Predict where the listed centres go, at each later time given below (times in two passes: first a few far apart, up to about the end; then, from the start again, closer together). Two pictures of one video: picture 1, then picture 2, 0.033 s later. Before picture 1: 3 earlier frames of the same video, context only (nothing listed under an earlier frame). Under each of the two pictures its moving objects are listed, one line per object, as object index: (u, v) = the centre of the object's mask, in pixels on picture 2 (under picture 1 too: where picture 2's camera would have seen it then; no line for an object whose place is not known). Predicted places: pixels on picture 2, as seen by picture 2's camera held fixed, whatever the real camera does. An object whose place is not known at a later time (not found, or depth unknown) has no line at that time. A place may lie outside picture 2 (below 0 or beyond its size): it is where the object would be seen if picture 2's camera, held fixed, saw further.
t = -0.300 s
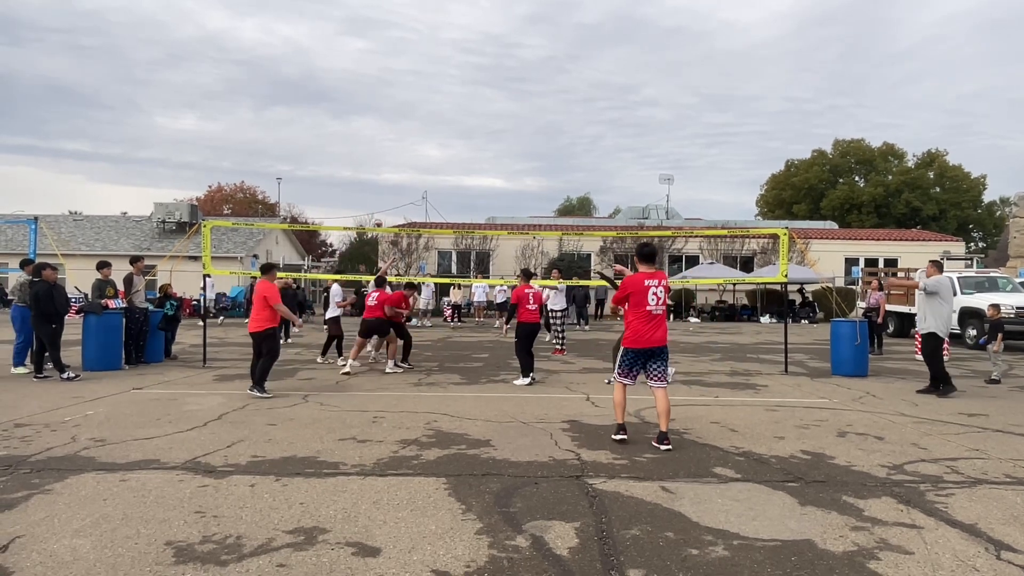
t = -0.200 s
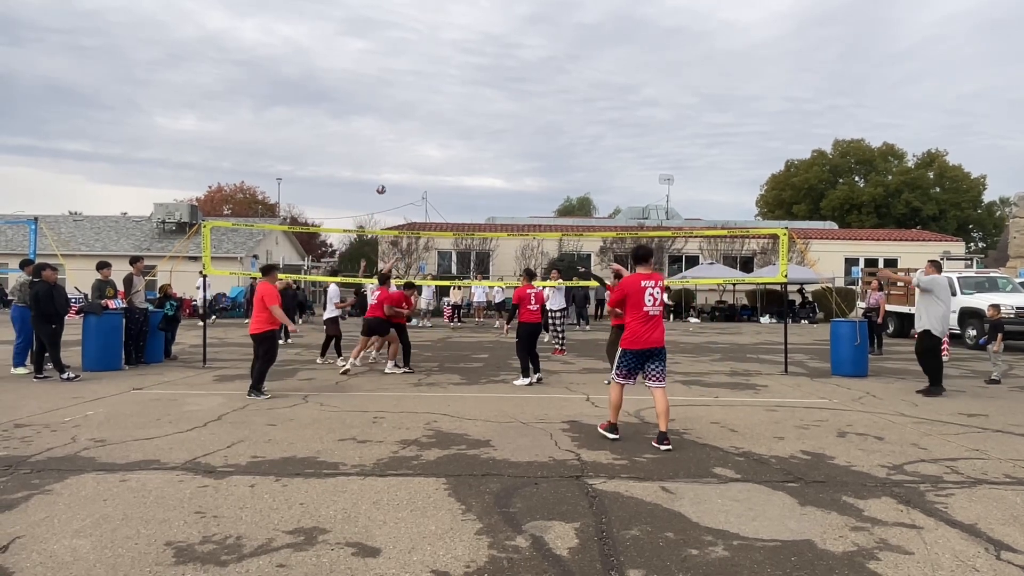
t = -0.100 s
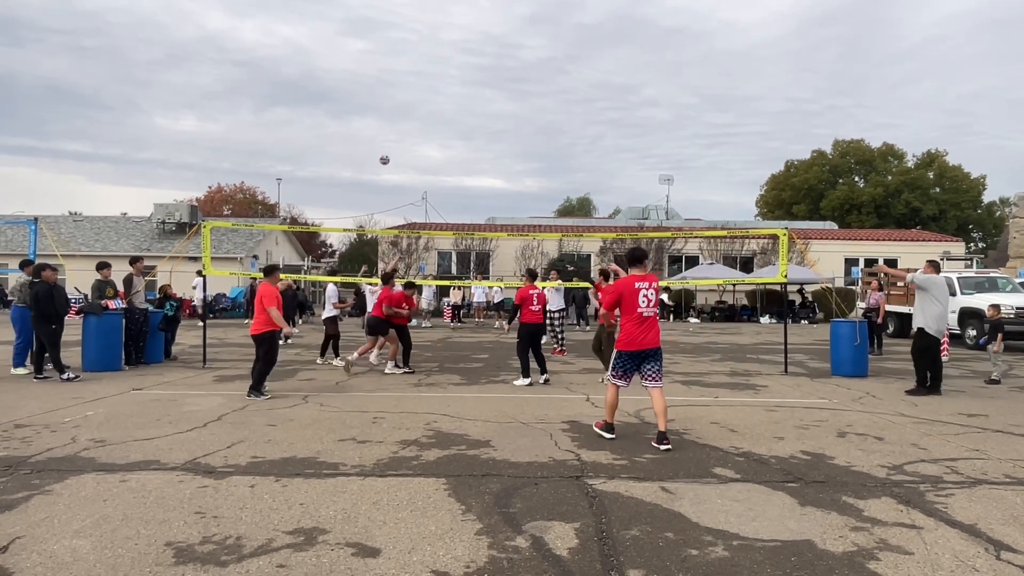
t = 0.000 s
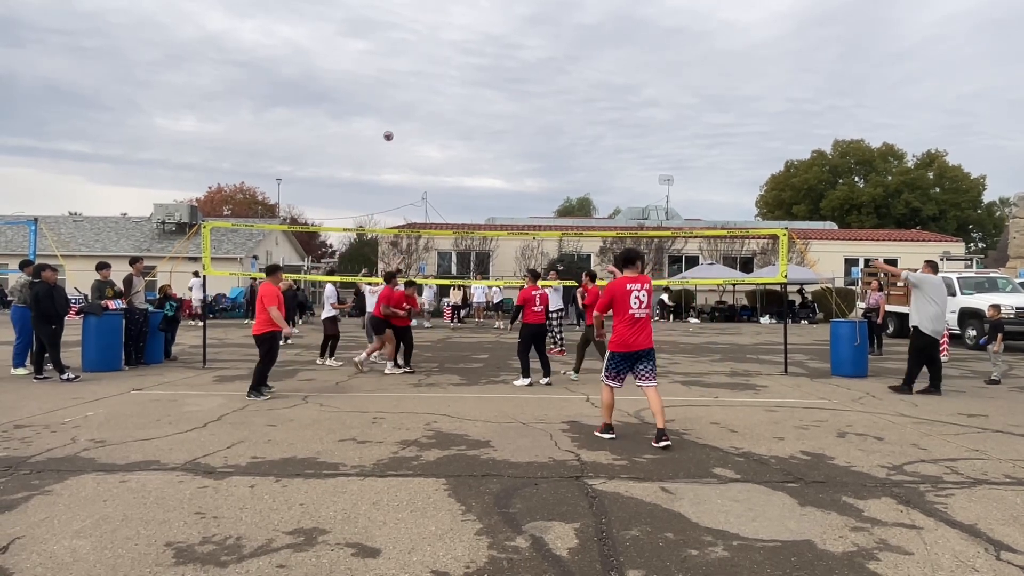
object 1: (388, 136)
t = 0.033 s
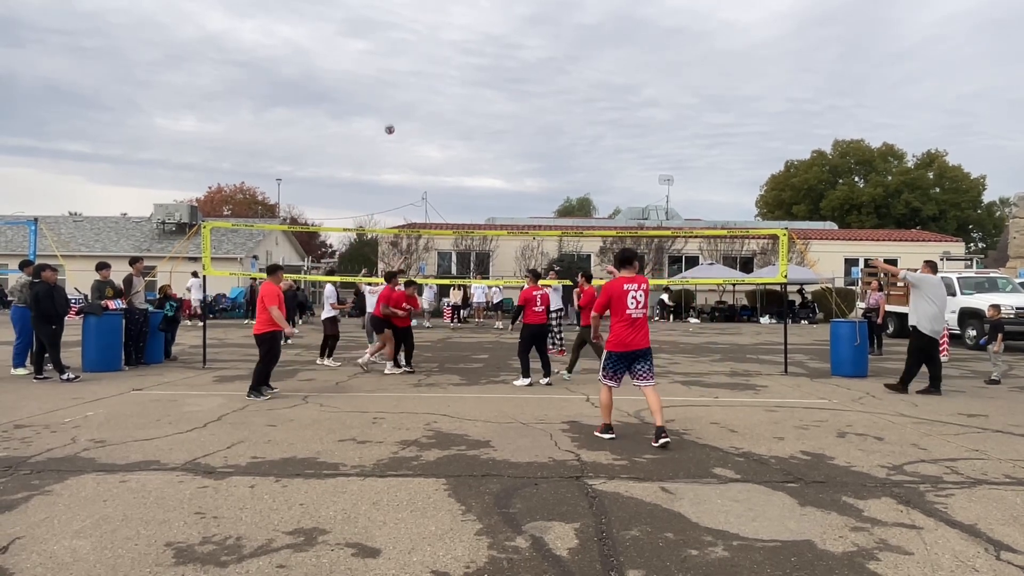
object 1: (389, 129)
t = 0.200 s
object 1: (396, 103)
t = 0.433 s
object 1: (406, 90)
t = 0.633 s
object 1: (414, 99)
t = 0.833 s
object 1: (423, 124)
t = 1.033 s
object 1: (431, 166)
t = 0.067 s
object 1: (391, 123)
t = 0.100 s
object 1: (392, 117)
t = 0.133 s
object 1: (394, 112)
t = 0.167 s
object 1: (395, 107)
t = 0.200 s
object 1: (396, 103)
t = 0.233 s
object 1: (398, 100)
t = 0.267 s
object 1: (399, 97)
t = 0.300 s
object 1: (401, 94)
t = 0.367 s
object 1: (403, 91)
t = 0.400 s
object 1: (405, 91)
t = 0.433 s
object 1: (406, 90)
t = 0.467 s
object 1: (408, 90)
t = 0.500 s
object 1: (409, 91)
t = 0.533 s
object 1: (410, 92)
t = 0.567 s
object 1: (411, 93)
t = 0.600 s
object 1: (413, 96)
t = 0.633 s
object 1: (414, 99)
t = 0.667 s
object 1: (416, 102)
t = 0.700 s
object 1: (417, 106)
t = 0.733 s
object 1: (418, 110)
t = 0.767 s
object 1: (420, 114)
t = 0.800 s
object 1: (421, 119)
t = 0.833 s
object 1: (423, 124)
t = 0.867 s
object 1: (424, 130)
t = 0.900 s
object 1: (425, 136)
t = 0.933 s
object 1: (427, 143)
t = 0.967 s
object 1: (428, 150)
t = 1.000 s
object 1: (429, 158)
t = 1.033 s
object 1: (431, 166)
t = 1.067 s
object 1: (432, 174)
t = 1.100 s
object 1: (434, 182)
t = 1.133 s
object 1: (435, 191)
